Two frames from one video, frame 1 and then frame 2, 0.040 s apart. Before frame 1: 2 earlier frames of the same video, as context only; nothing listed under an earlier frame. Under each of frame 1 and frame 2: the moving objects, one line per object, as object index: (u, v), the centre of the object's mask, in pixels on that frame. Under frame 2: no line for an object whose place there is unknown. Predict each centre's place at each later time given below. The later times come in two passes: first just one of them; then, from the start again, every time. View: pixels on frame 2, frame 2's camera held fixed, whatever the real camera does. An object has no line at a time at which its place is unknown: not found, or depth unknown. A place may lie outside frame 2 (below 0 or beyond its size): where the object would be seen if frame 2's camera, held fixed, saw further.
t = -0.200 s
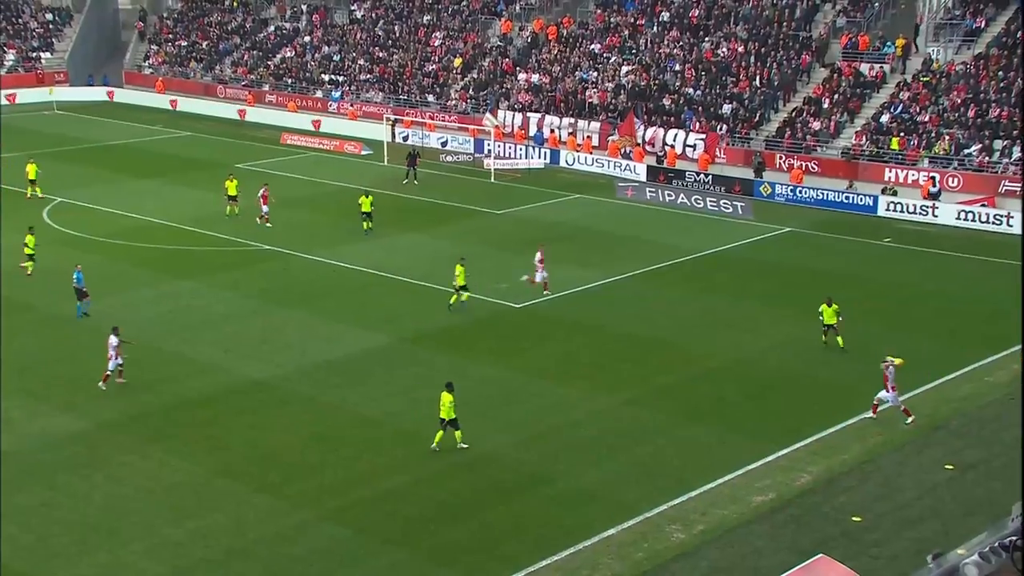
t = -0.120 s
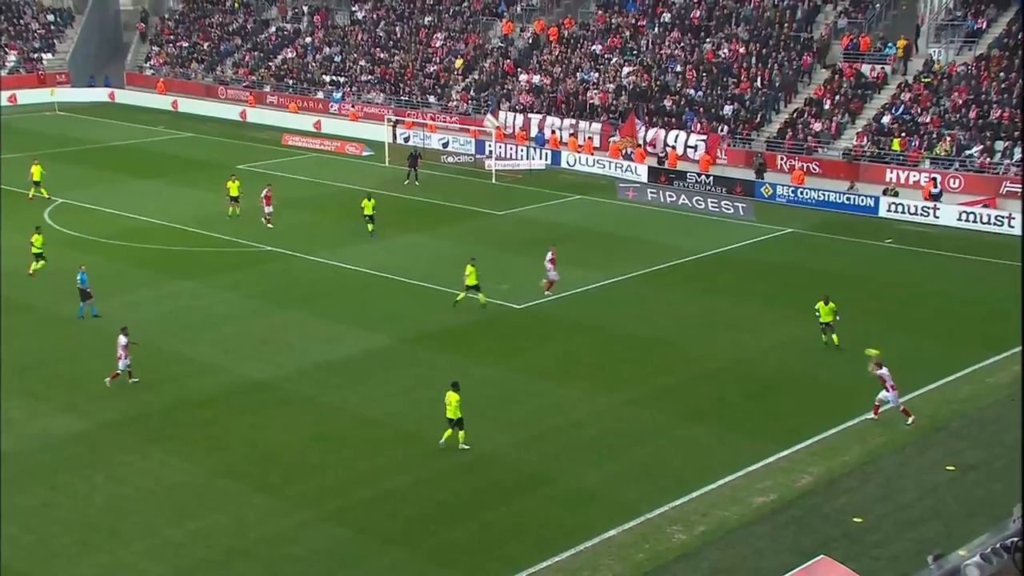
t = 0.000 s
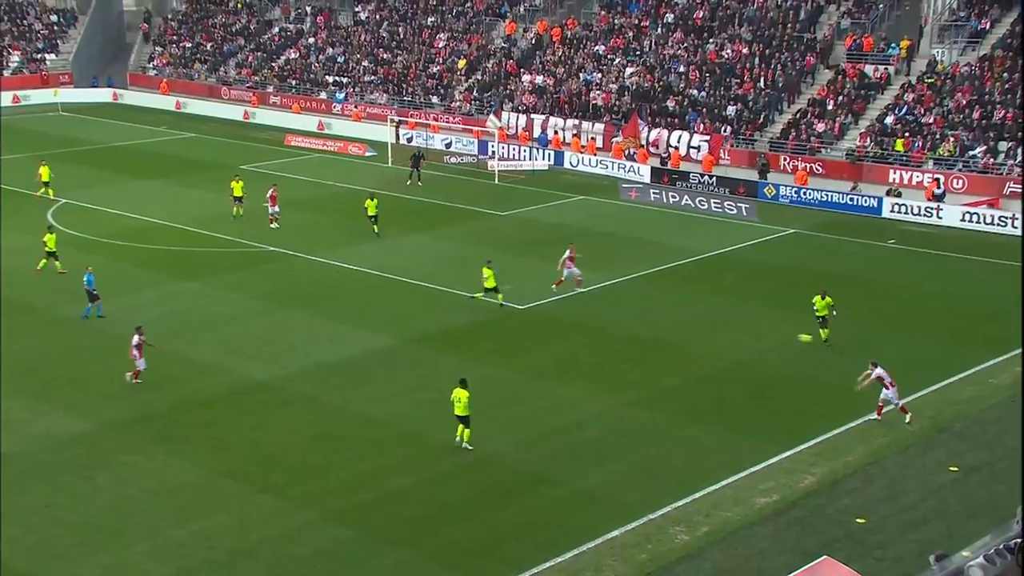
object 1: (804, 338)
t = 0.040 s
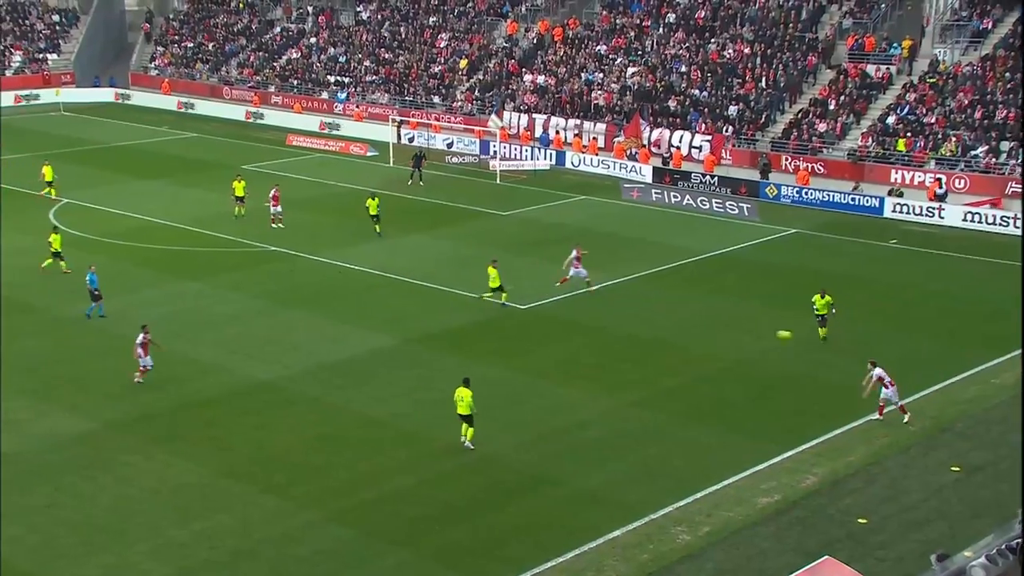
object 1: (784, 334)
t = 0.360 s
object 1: (615, 330)
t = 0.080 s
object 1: (761, 331)
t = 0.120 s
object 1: (739, 329)
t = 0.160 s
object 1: (718, 327)
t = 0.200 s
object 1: (697, 326)
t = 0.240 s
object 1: (676, 326)
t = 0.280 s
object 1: (655, 327)
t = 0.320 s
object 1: (635, 328)
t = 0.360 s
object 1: (615, 330)
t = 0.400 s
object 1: (595, 332)
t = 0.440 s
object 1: (576, 335)
